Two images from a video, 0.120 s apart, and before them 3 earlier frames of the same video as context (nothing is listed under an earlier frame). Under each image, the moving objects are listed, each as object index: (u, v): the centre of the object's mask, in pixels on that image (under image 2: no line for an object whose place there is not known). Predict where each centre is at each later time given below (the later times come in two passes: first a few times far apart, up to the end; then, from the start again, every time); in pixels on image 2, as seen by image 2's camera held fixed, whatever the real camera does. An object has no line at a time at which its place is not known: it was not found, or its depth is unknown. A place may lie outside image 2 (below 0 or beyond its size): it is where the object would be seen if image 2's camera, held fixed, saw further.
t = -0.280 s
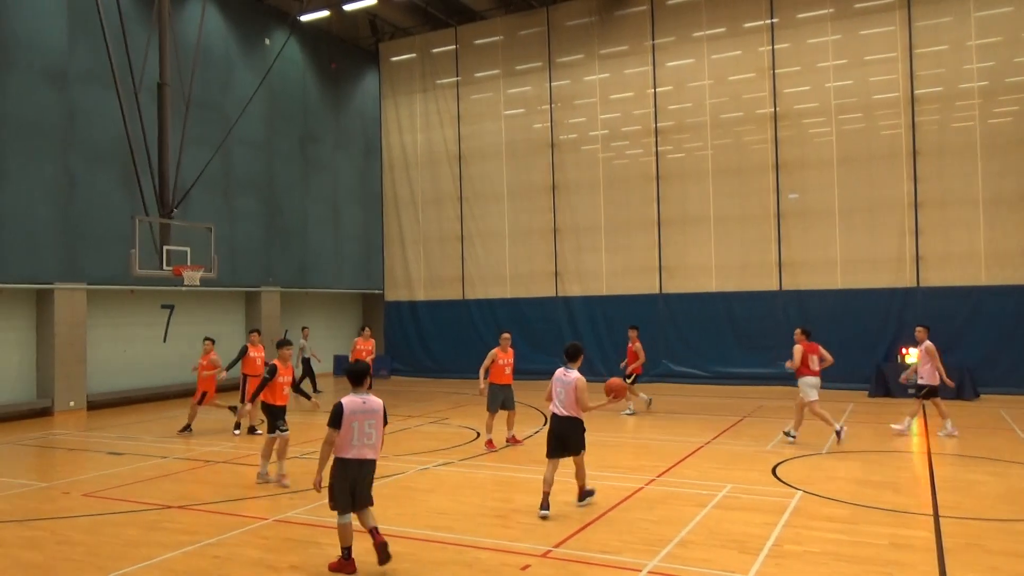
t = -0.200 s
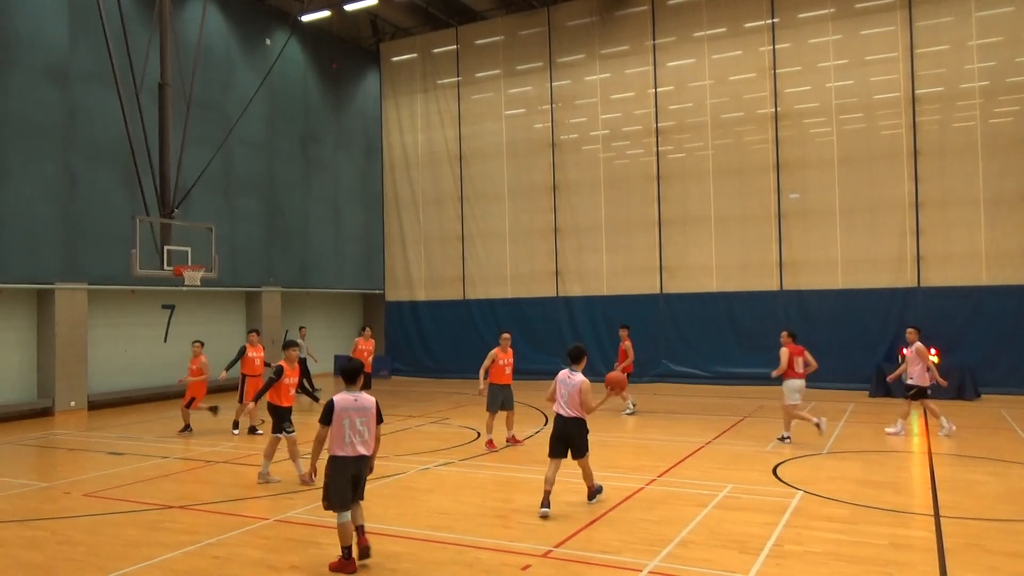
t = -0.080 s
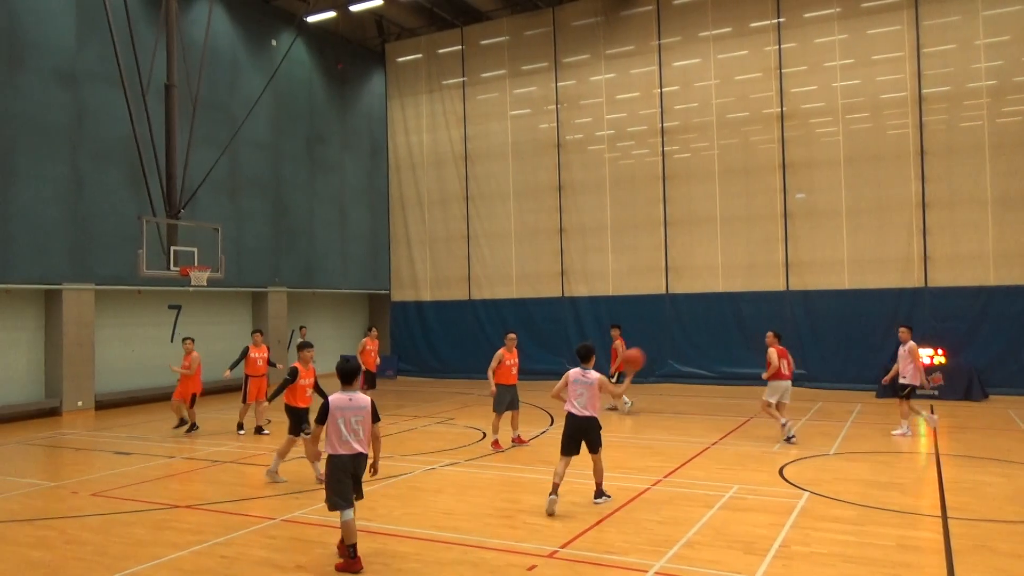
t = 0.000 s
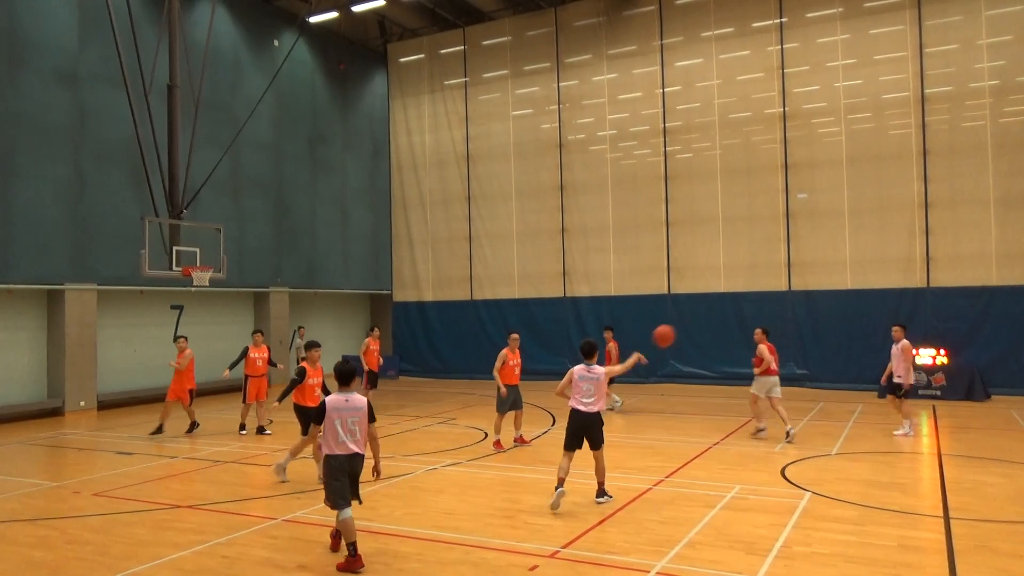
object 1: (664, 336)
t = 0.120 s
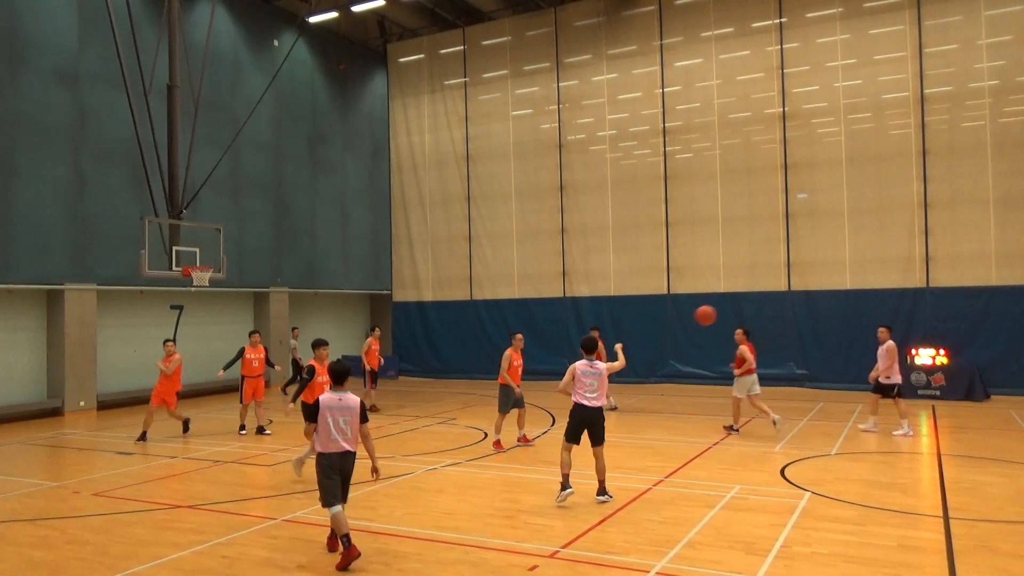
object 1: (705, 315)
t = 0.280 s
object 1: (753, 309)
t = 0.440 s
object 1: (793, 320)
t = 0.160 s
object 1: (718, 312)
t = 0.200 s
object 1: (730, 309)
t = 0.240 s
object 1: (742, 309)
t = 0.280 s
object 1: (753, 309)
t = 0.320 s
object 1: (763, 311)
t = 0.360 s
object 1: (773, 313)
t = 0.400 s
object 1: (783, 316)
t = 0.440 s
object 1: (793, 320)
